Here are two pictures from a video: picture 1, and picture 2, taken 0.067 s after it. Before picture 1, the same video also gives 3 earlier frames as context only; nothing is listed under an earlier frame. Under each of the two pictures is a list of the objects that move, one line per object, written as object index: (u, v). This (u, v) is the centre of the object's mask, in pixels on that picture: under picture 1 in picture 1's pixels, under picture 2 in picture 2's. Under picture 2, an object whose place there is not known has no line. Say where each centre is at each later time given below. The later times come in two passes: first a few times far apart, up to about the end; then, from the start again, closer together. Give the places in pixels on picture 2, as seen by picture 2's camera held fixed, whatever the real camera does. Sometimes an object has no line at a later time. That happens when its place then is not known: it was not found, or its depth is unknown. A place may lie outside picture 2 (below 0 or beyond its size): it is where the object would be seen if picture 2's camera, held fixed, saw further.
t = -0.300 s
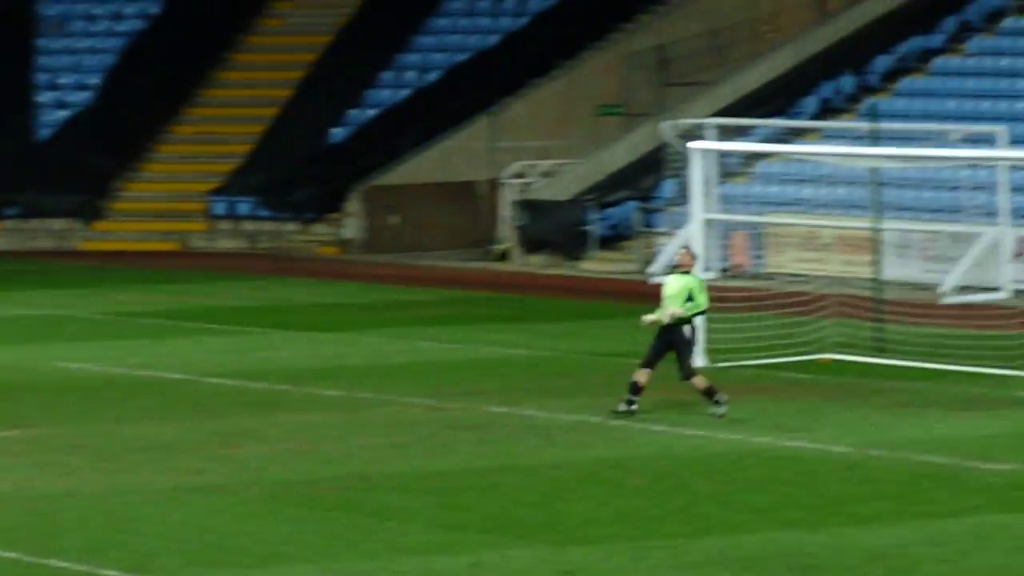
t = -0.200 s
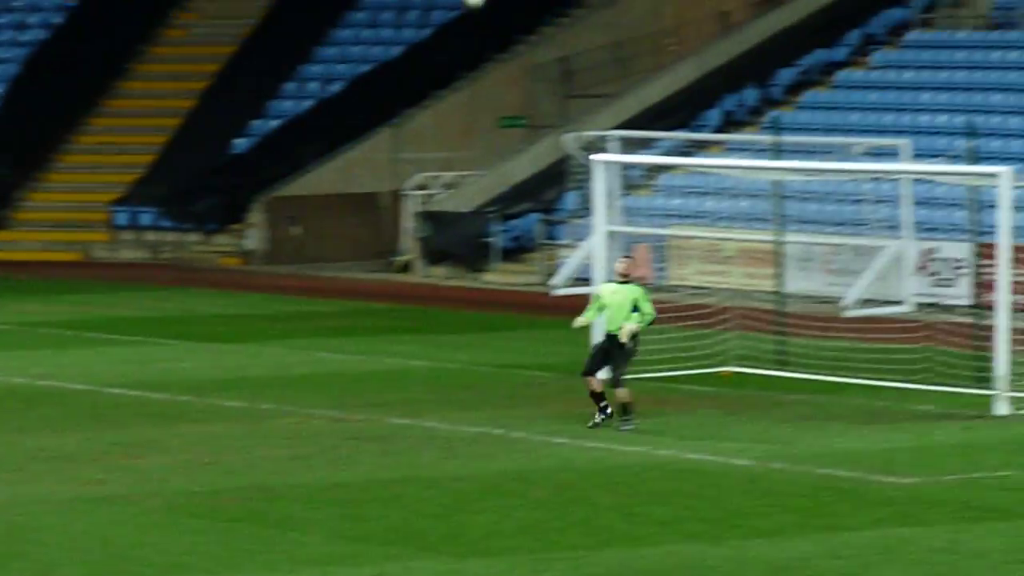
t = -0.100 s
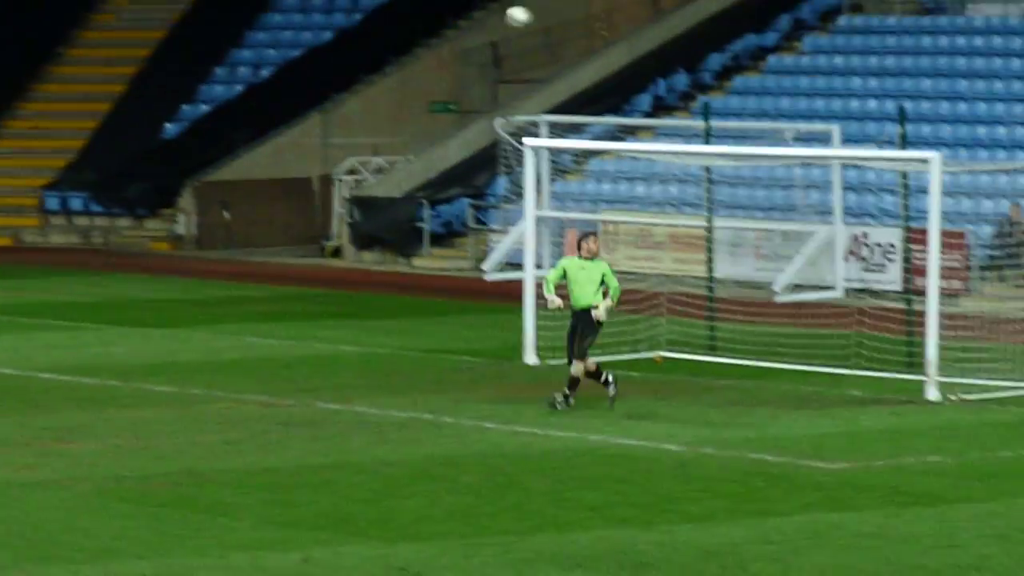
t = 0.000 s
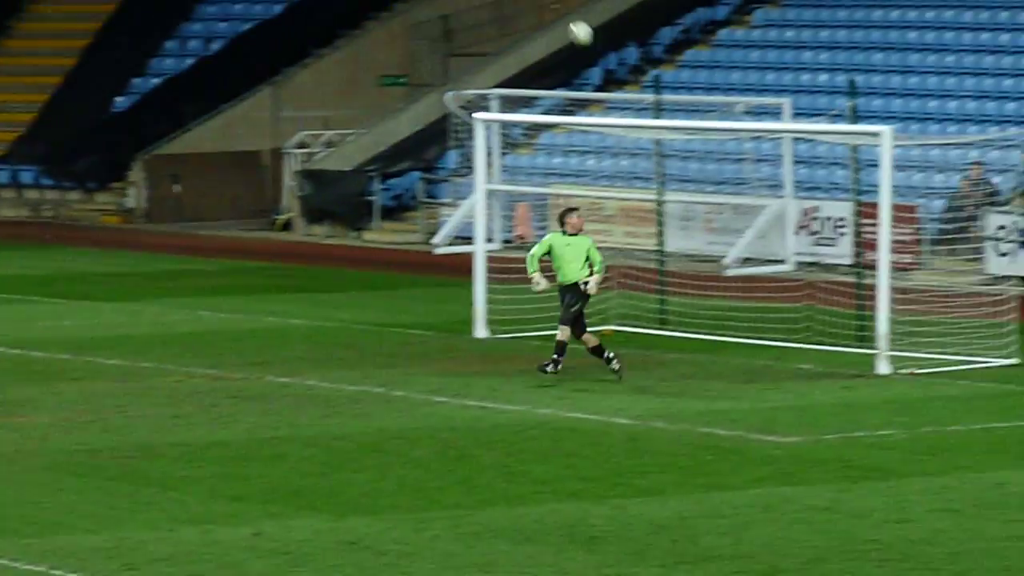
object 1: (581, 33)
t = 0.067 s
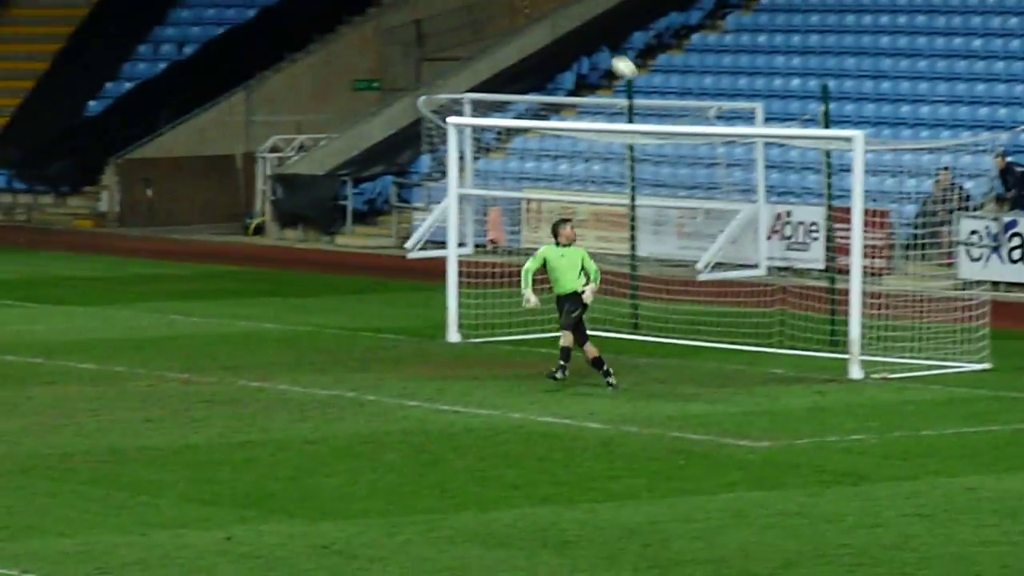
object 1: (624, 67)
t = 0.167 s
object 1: (725, 116)
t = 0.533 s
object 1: (995, 316)
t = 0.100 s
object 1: (658, 83)
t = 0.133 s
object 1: (691, 97)
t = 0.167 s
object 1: (725, 116)
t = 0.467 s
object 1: (1001, 291)
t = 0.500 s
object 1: (1002, 305)
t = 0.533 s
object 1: (995, 316)
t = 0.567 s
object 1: (979, 325)
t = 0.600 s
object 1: (964, 332)
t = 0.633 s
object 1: (949, 339)
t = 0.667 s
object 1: (932, 347)
